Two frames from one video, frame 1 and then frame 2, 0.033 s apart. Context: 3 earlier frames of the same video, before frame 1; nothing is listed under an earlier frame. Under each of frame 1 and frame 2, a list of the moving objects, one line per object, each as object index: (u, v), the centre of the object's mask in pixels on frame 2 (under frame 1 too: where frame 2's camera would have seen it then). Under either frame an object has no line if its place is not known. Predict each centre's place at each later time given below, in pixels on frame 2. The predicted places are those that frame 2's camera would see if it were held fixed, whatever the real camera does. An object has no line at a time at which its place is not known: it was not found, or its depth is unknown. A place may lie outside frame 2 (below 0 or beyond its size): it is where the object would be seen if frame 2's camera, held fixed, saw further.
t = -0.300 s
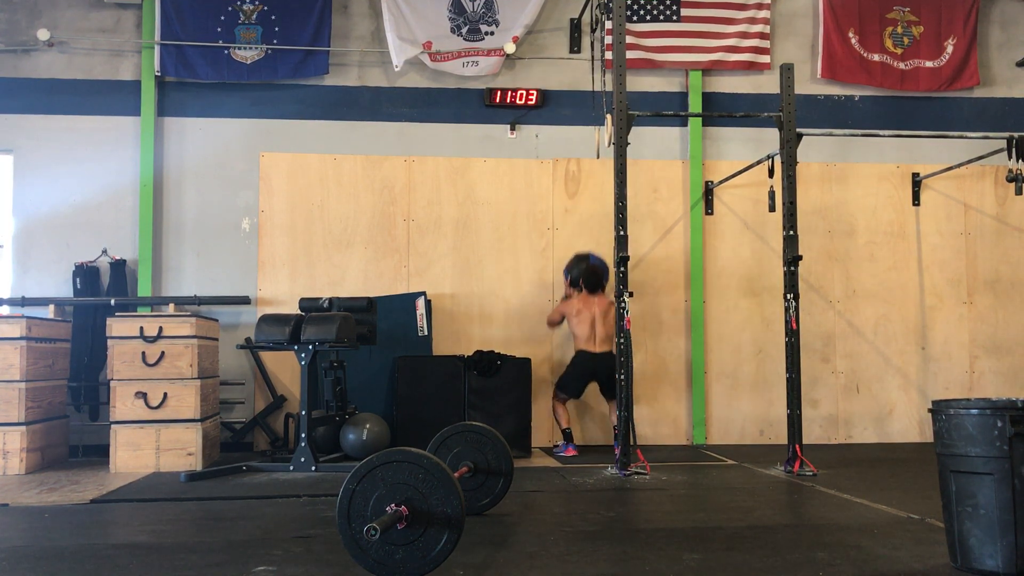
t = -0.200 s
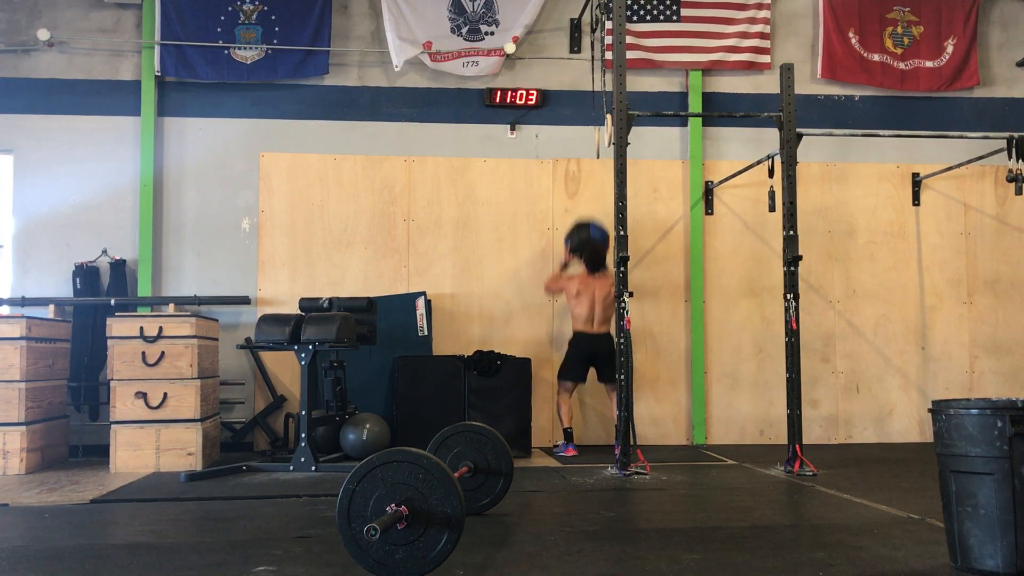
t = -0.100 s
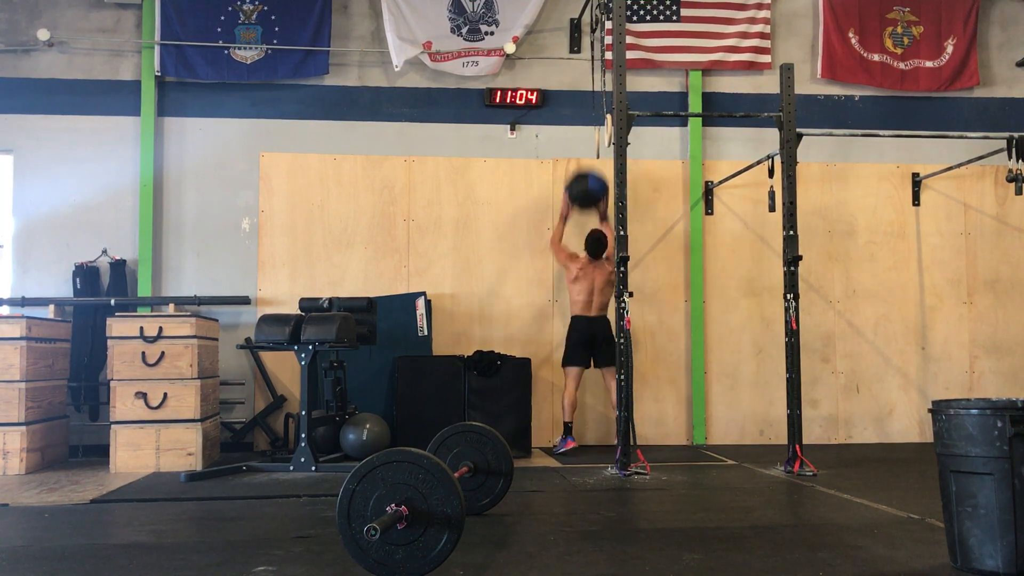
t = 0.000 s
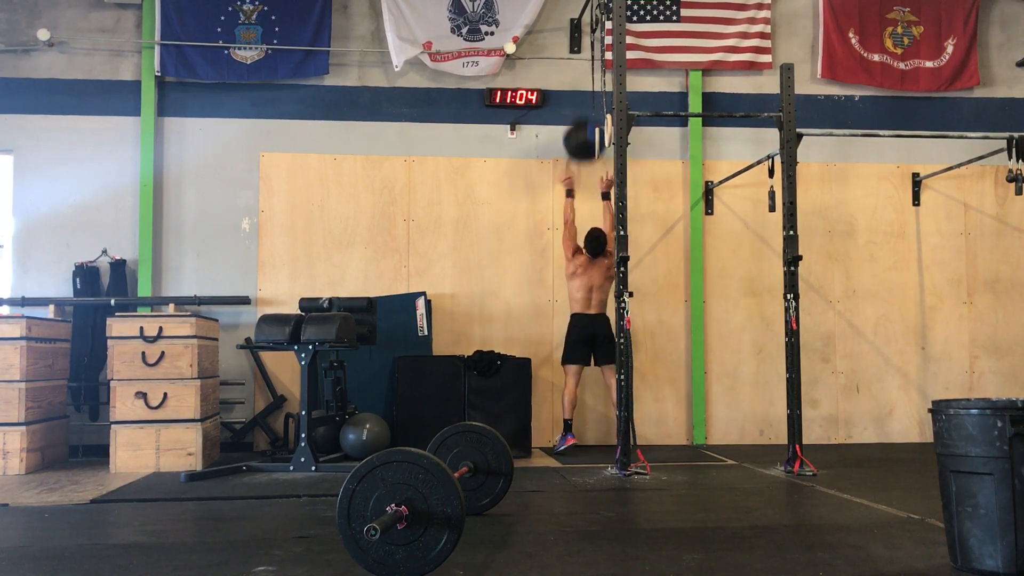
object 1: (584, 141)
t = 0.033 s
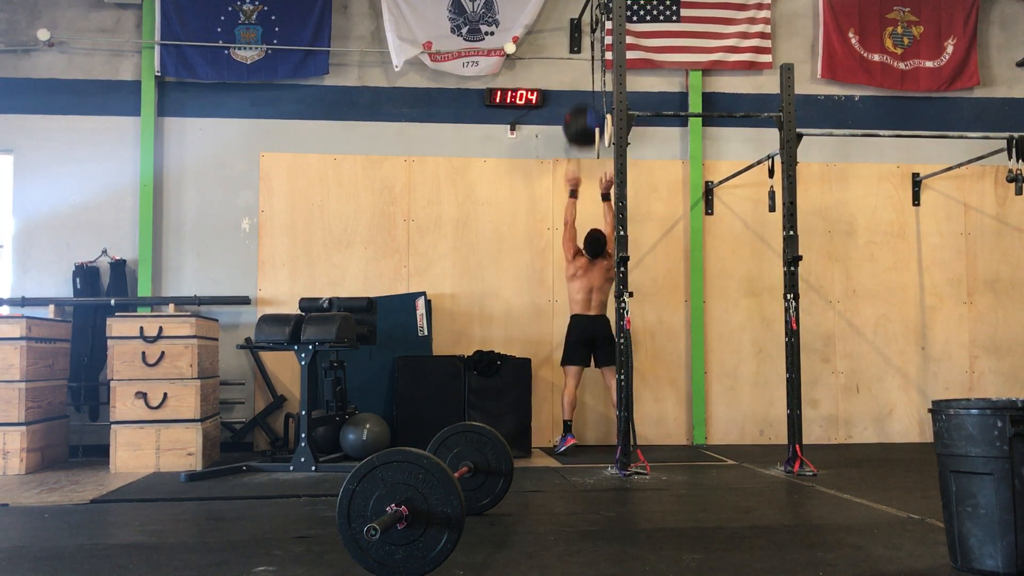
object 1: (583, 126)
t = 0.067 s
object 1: (583, 113)
